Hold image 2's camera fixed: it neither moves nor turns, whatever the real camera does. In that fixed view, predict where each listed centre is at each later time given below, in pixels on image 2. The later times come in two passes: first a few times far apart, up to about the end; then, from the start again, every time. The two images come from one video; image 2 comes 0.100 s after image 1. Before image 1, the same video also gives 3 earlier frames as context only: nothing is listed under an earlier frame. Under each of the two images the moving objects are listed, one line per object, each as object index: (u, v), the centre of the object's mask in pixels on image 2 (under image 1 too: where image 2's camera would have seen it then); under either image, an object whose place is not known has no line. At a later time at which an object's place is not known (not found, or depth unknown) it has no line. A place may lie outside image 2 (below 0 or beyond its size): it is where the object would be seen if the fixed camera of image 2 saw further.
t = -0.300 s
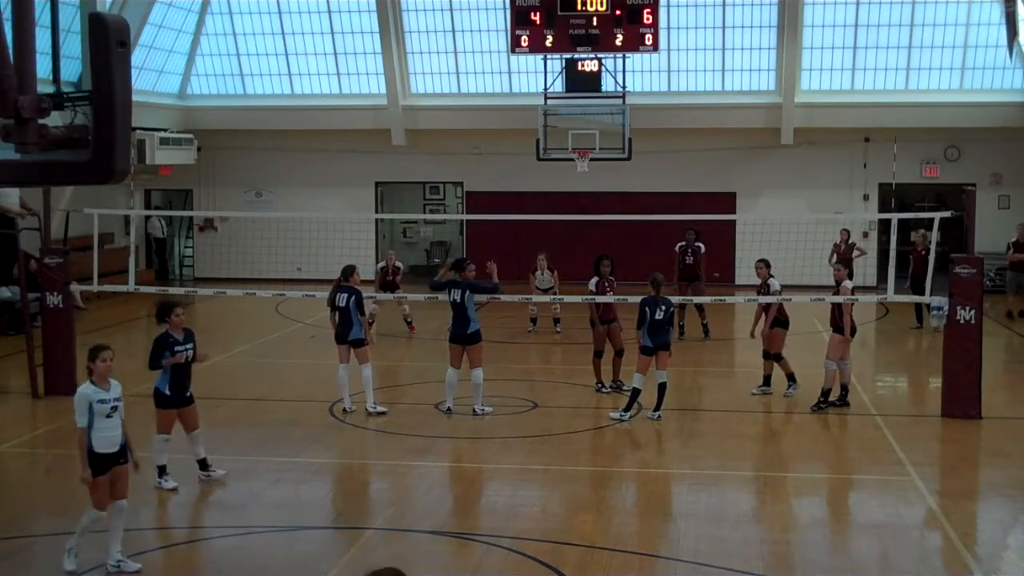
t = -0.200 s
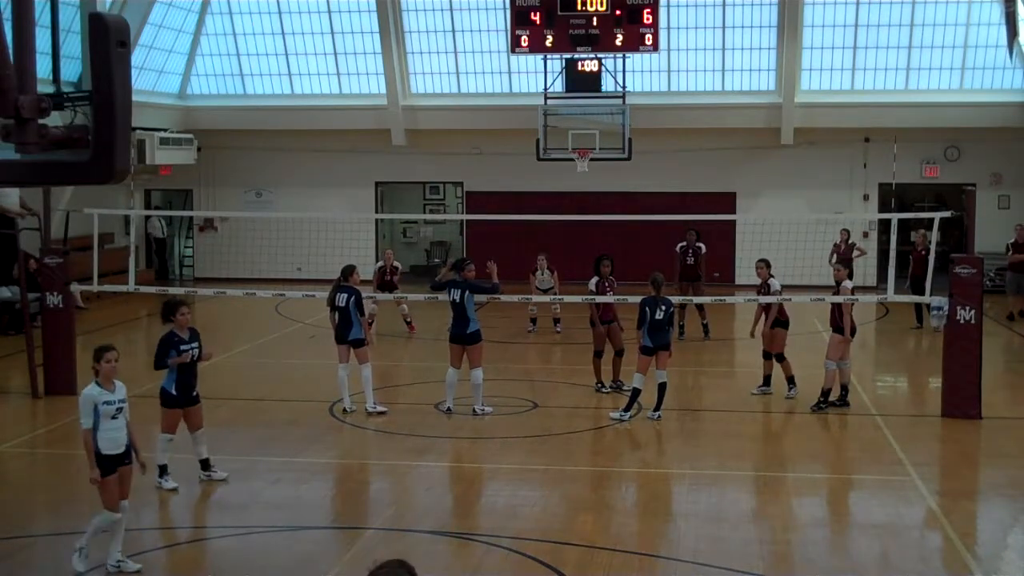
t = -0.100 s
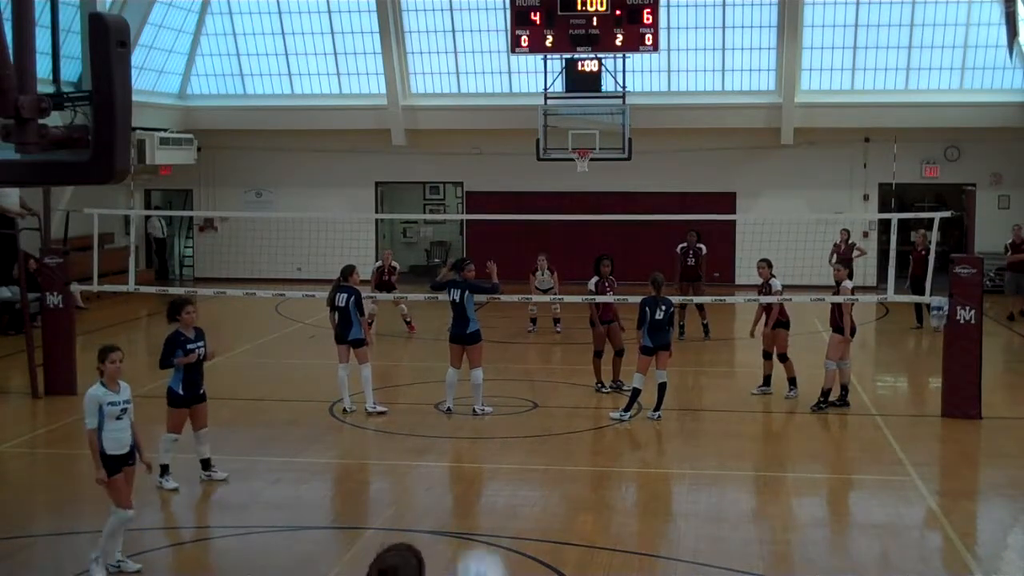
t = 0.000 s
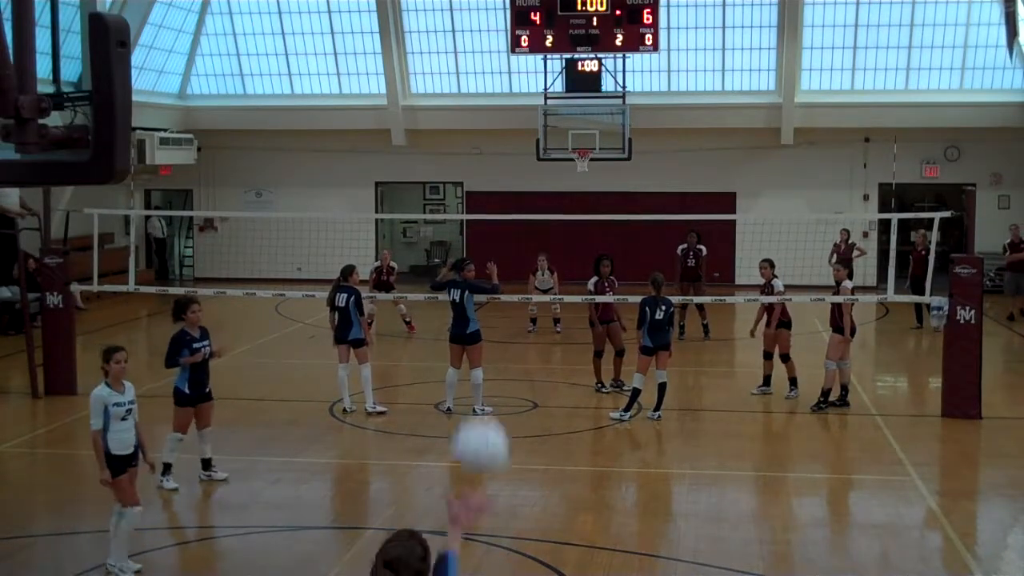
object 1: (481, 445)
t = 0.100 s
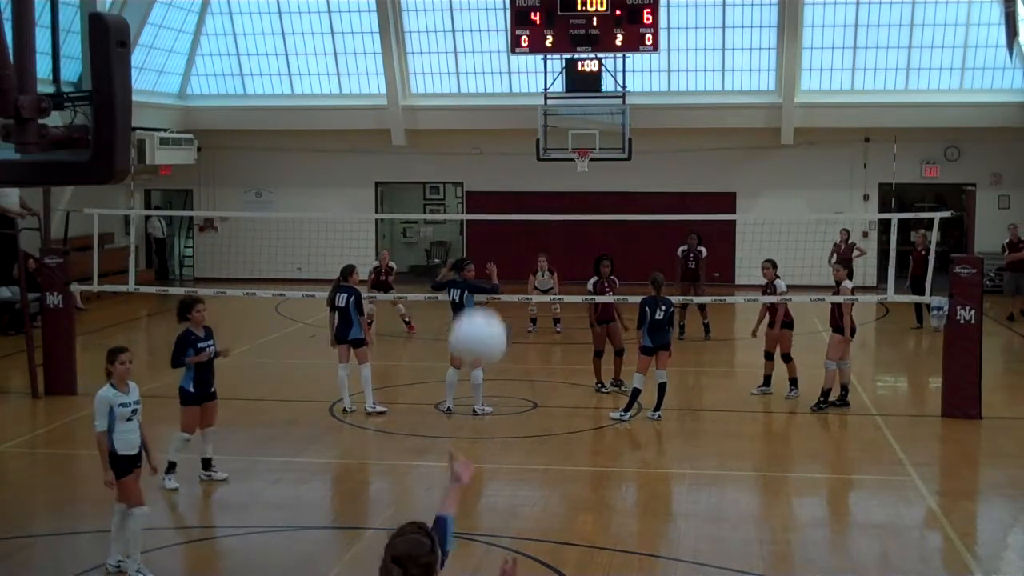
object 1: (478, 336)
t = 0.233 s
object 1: (475, 234)
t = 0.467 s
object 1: (472, 159)
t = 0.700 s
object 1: (469, 226)
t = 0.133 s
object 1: (477, 306)
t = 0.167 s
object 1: (476, 279)
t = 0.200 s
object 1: (476, 255)
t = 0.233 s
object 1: (475, 234)
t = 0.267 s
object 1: (475, 214)
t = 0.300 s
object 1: (474, 197)
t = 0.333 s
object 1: (474, 184)
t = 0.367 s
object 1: (473, 173)
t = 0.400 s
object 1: (473, 166)
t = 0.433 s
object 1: (472, 161)
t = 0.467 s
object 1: (472, 159)
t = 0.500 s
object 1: (471, 160)
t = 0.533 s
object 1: (470, 164)
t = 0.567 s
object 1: (470, 170)
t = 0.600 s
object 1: (469, 181)
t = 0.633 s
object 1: (469, 192)
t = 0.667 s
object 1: (469, 208)
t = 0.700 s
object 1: (469, 226)
